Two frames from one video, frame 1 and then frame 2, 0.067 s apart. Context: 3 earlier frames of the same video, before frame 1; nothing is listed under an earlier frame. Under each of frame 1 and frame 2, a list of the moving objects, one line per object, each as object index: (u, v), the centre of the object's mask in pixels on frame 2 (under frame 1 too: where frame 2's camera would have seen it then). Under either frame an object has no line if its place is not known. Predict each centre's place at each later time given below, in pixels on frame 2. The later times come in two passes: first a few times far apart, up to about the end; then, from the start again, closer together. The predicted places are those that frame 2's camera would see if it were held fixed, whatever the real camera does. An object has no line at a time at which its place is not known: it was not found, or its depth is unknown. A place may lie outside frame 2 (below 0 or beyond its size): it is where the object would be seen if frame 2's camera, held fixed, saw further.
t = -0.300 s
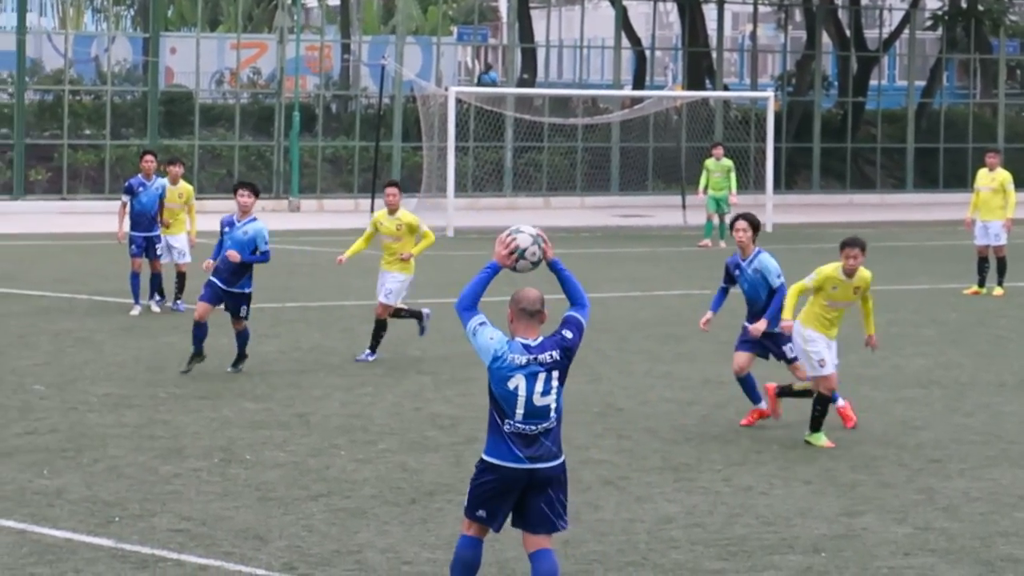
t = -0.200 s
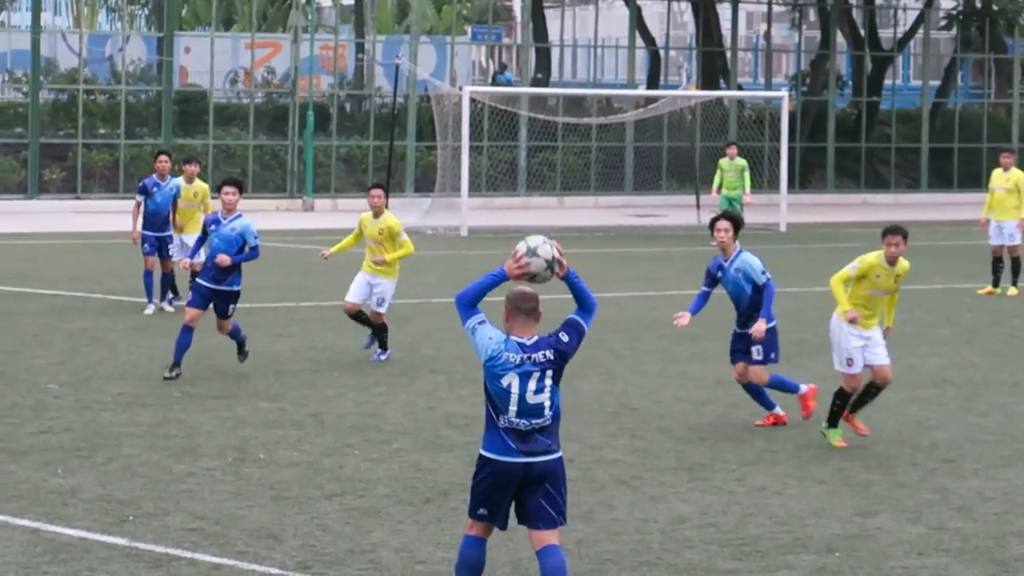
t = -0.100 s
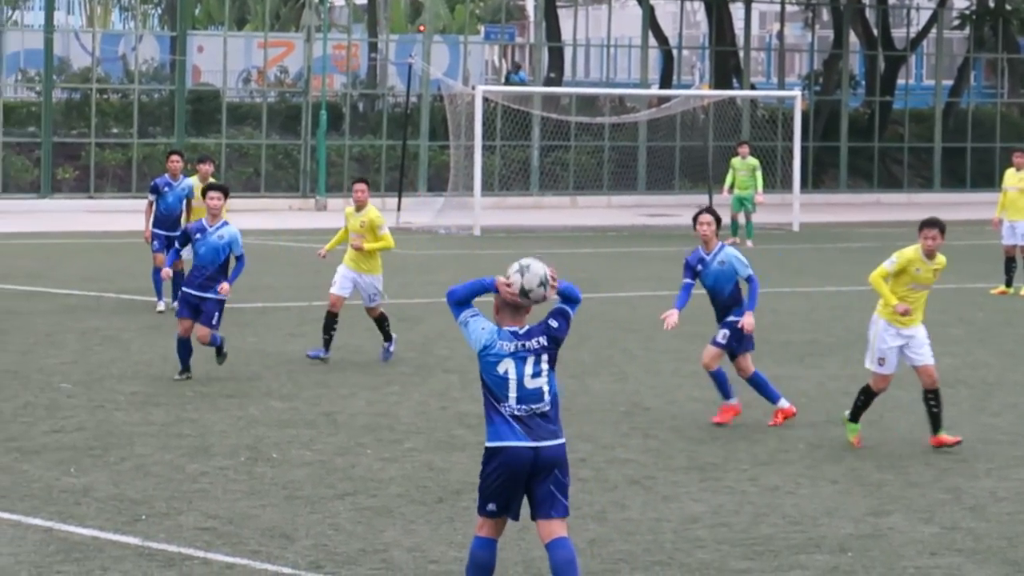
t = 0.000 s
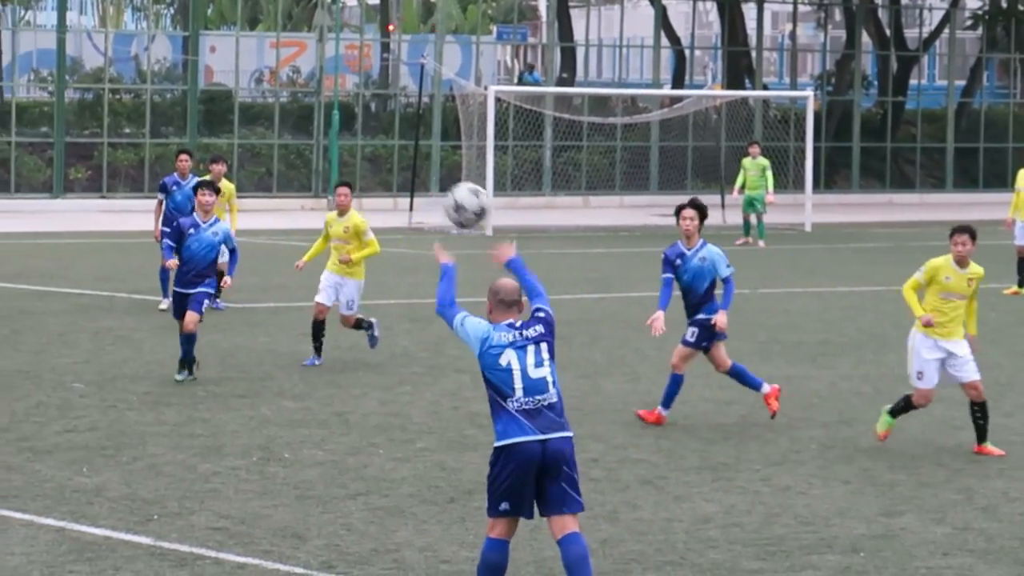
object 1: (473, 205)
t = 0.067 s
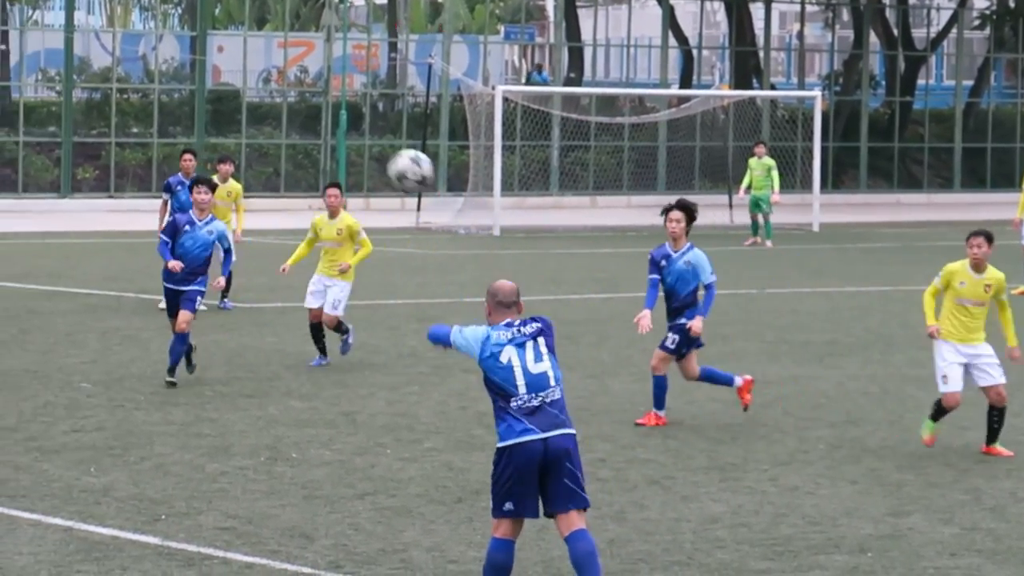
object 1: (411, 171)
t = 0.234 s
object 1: (265, 129)
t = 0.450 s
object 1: (108, 147)
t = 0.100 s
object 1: (380, 157)
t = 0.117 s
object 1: (365, 151)
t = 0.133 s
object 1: (349, 146)
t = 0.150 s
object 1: (334, 143)
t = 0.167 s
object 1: (320, 139)
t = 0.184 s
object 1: (307, 135)
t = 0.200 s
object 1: (293, 132)
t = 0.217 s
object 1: (278, 130)
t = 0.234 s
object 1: (265, 129)
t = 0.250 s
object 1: (251, 129)
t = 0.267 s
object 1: (239, 127)
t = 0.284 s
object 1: (225, 128)
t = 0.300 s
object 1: (212, 127)
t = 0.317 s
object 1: (201, 128)
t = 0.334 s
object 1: (189, 130)
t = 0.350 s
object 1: (176, 132)
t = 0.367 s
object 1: (164, 133)
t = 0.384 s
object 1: (153, 136)
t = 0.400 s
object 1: (141, 138)
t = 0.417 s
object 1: (130, 140)
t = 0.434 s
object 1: (119, 143)
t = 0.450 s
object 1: (108, 147)
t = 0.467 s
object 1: (97, 152)
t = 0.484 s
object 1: (86, 156)
